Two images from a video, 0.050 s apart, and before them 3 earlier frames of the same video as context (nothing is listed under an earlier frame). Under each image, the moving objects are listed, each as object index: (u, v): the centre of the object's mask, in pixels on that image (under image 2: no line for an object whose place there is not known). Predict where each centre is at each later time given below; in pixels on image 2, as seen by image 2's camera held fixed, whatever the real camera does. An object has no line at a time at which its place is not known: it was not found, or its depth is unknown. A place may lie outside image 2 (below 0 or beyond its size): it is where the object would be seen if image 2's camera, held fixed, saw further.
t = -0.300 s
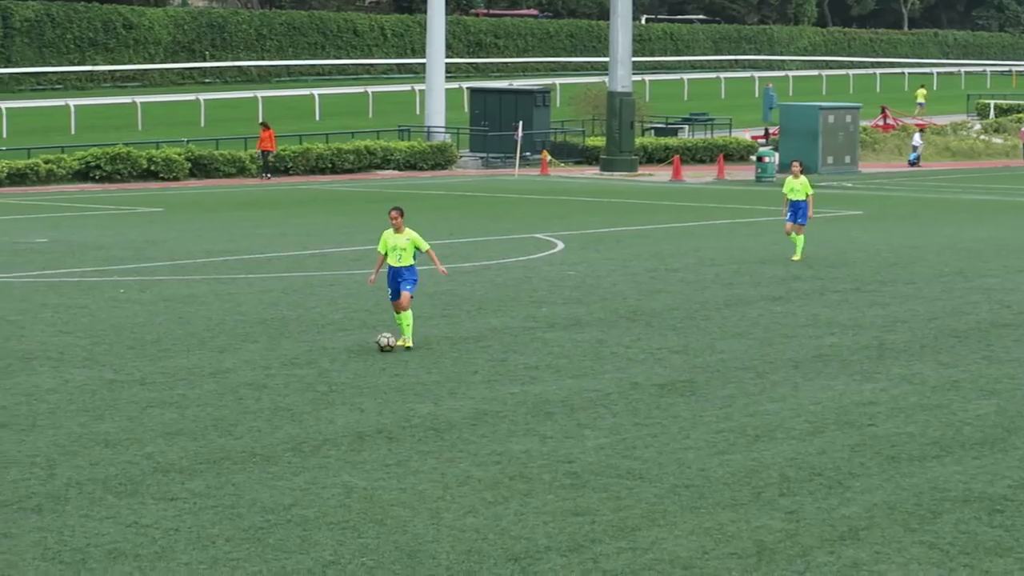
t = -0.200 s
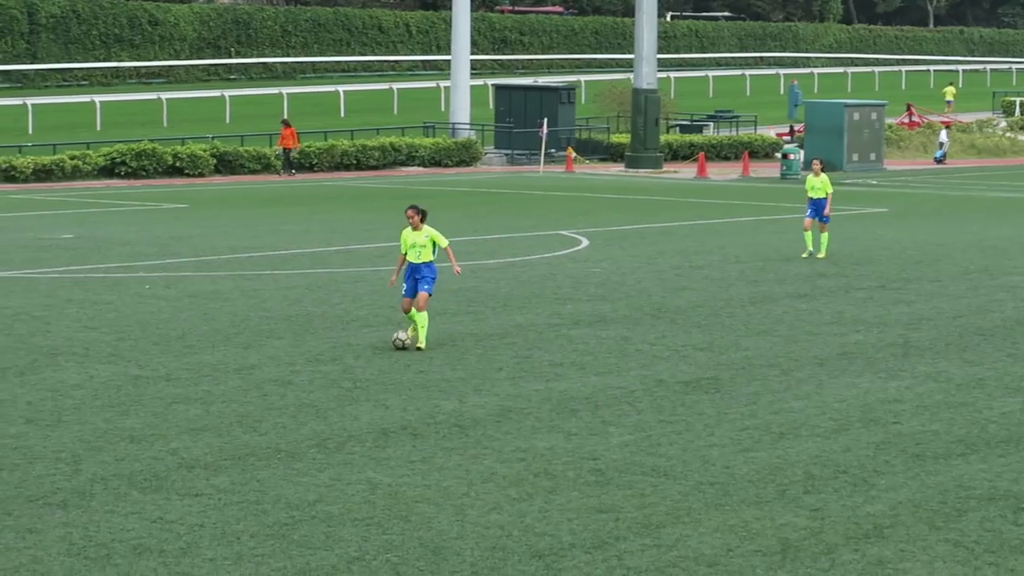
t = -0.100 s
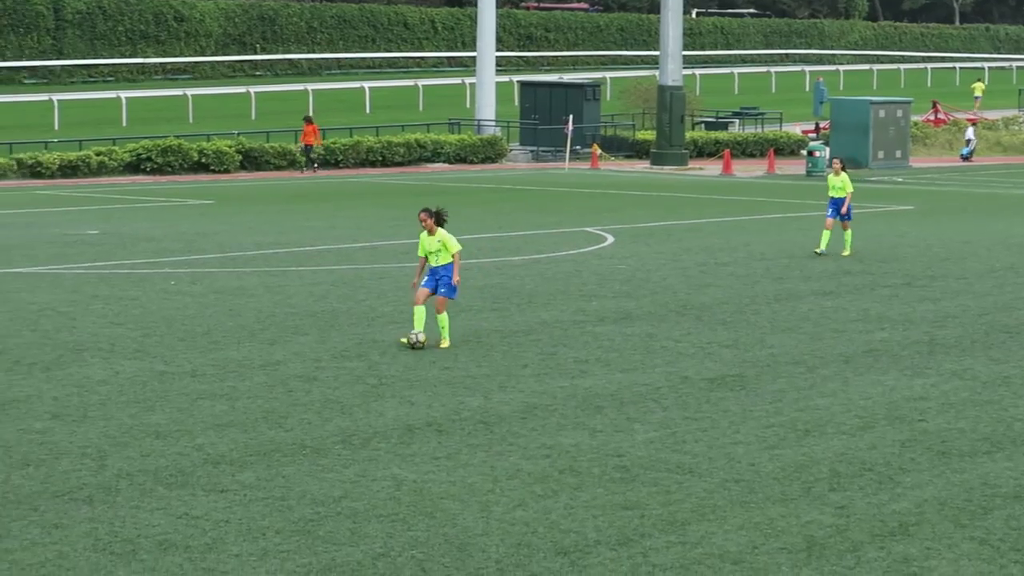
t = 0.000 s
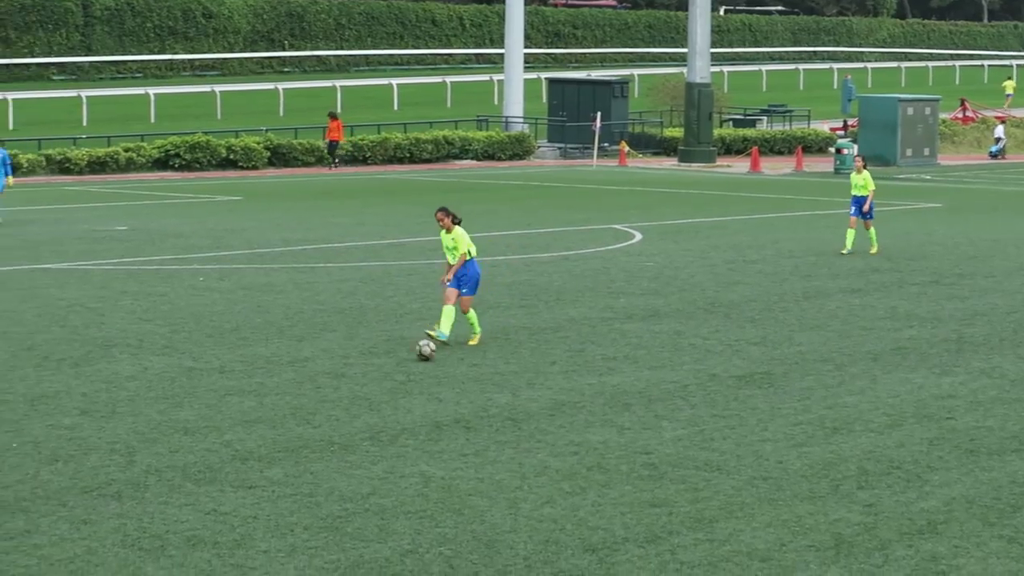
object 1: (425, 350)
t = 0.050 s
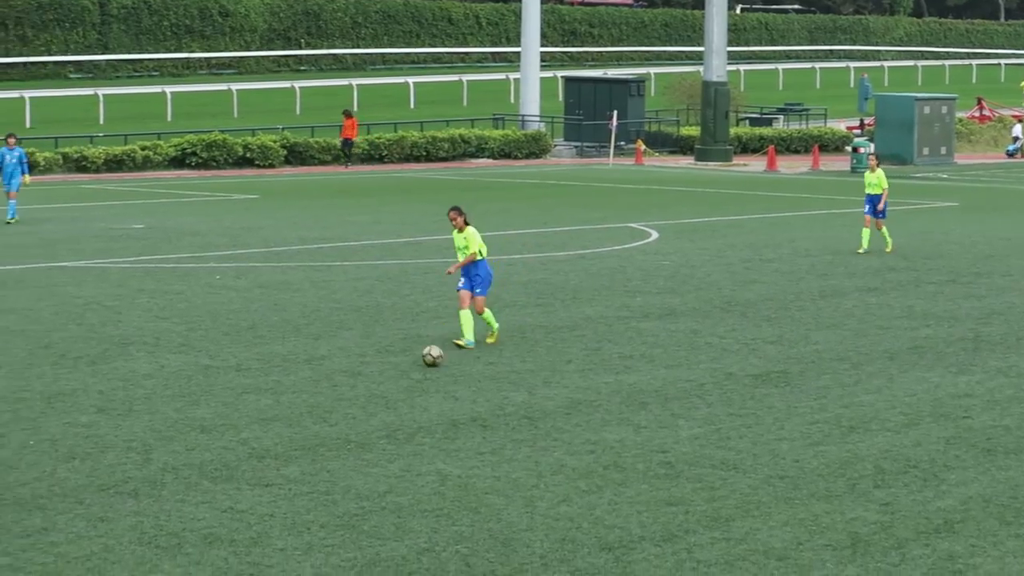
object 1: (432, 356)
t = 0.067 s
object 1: (430, 358)
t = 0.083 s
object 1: (427, 361)
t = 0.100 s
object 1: (425, 363)
